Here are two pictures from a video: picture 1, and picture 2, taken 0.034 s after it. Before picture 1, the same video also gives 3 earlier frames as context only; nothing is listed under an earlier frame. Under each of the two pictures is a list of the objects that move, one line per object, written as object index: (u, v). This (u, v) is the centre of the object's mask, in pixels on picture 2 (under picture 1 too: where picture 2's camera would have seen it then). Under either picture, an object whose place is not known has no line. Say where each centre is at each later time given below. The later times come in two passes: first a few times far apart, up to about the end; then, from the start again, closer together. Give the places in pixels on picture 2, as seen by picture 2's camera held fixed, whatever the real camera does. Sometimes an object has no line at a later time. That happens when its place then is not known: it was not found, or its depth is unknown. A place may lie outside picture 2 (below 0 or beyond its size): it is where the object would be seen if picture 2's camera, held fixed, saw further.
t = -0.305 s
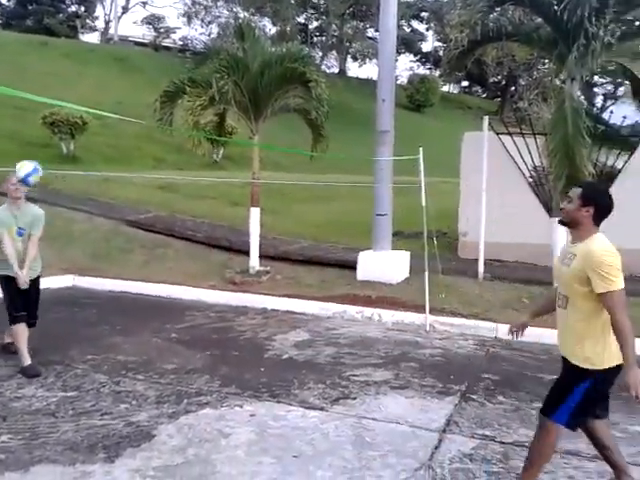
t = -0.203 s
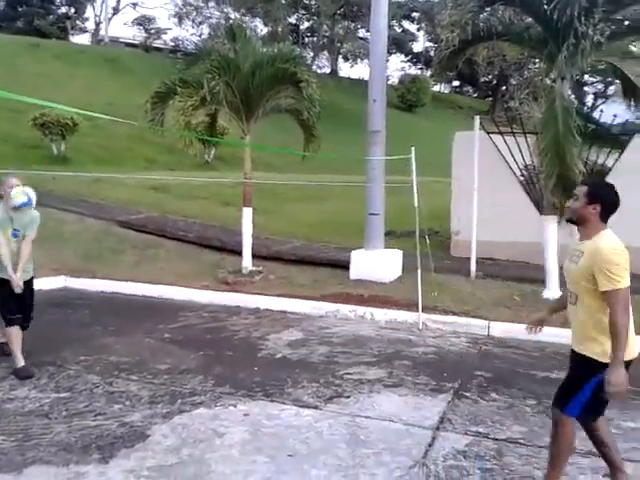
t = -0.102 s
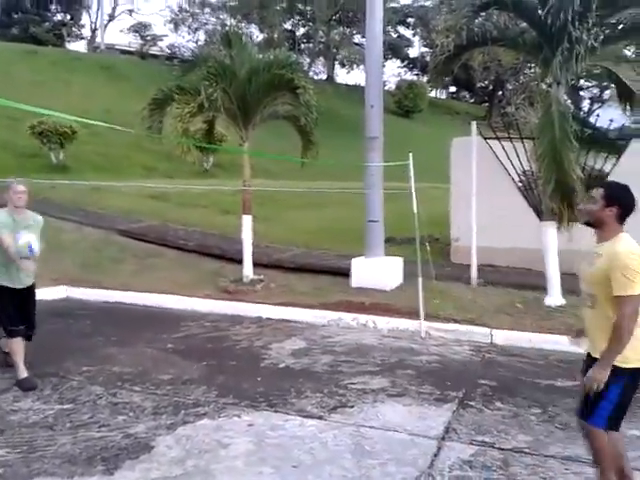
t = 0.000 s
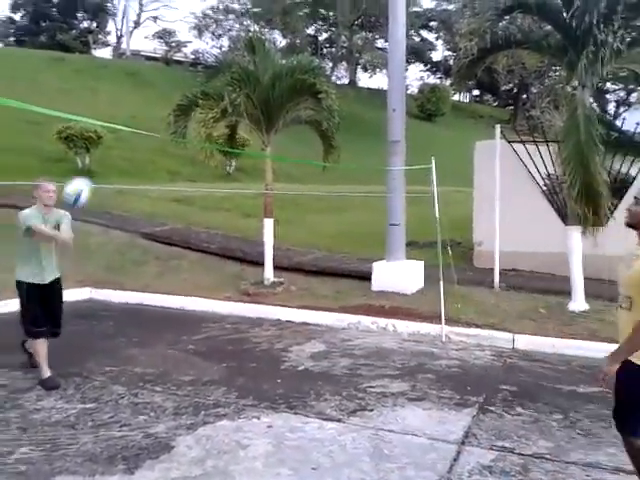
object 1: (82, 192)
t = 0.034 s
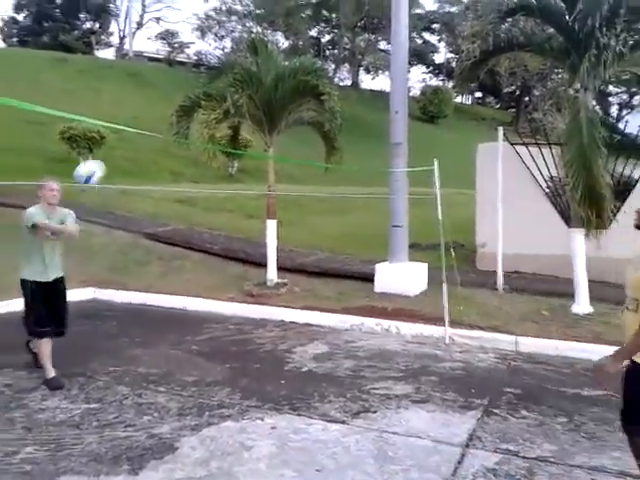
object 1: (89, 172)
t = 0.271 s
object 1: (160, 69)
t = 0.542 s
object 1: (250, 30)
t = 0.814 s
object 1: (355, 90)
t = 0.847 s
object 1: (367, 106)
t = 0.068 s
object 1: (97, 156)
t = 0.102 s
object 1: (112, 137)
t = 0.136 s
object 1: (120, 120)
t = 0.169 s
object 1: (132, 105)
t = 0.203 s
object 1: (139, 93)
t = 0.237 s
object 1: (150, 80)
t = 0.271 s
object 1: (160, 69)
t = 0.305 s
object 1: (170, 59)
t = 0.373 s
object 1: (192, 45)
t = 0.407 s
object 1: (206, 41)
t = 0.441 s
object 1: (215, 36)
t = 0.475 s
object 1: (226, 34)
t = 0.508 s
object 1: (239, 31)
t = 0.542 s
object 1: (250, 30)
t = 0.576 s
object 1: (262, 33)
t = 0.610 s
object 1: (276, 37)
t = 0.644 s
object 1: (289, 39)
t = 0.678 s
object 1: (303, 44)
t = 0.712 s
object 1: (315, 51)
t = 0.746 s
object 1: (329, 64)
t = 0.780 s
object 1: (341, 75)
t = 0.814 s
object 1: (355, 90)
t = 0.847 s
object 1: (367, 106)
